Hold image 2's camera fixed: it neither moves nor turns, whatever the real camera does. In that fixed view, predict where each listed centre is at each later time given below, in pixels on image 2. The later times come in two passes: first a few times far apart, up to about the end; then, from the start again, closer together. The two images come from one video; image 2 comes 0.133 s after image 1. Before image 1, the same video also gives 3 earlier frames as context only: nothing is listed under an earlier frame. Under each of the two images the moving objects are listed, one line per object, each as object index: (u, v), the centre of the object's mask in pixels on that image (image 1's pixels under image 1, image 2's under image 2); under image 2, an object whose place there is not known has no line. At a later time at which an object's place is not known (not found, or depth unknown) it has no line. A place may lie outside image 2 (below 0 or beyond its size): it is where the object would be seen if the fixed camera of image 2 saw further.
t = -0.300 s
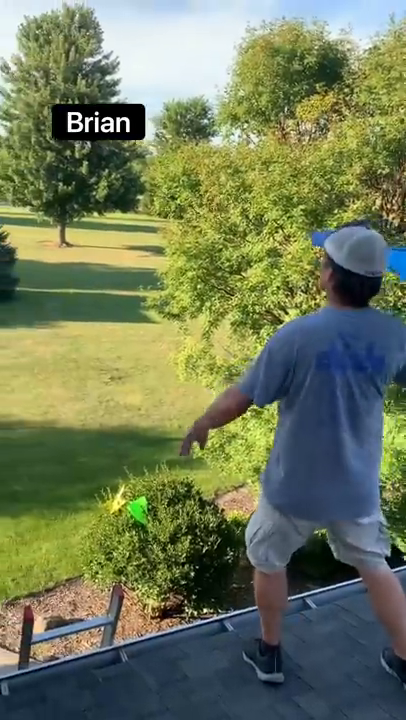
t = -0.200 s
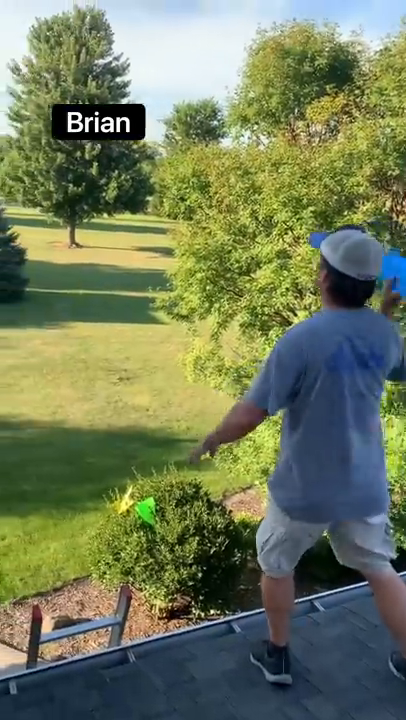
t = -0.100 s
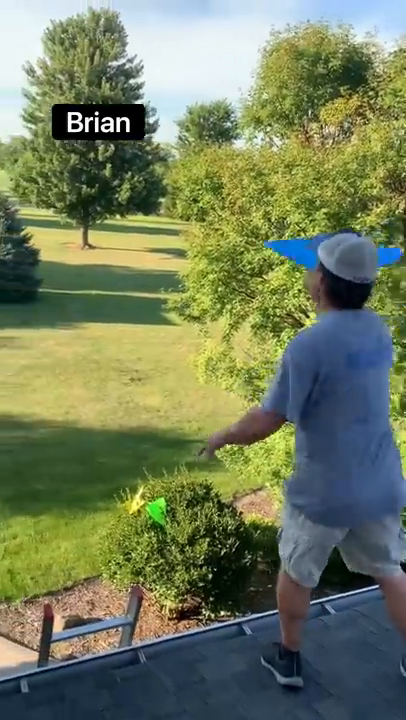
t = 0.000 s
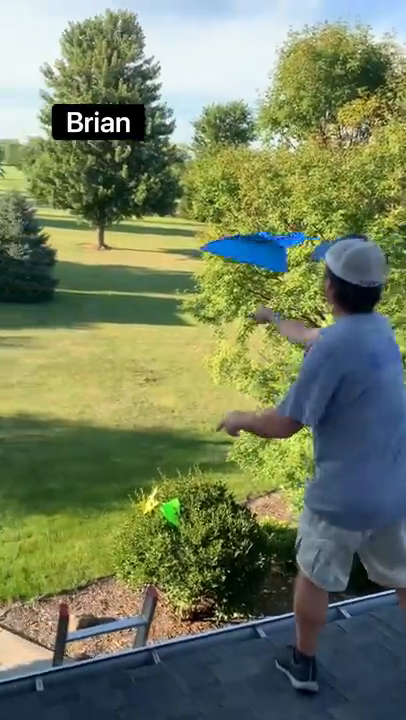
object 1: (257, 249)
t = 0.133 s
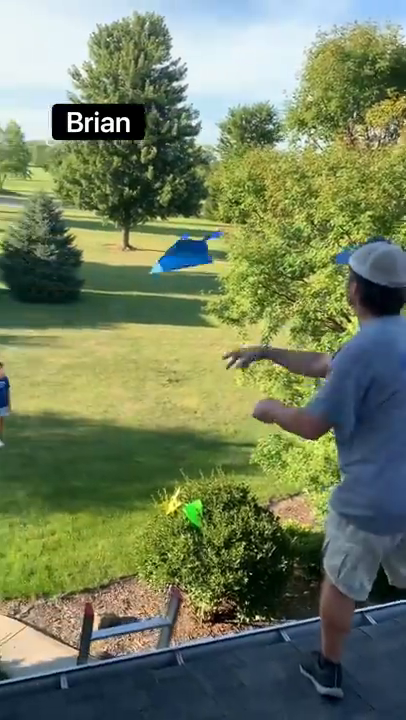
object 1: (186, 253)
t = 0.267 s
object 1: (116, 282)
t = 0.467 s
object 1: (54, 339)
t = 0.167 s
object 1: (166, 259)
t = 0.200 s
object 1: (149, 266)
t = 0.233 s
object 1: (131, 274)
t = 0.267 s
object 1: (116, 282)
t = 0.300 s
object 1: (103, 292)
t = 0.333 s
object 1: (91, 301)
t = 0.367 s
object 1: (81, 310)
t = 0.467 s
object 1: (54, 339)
